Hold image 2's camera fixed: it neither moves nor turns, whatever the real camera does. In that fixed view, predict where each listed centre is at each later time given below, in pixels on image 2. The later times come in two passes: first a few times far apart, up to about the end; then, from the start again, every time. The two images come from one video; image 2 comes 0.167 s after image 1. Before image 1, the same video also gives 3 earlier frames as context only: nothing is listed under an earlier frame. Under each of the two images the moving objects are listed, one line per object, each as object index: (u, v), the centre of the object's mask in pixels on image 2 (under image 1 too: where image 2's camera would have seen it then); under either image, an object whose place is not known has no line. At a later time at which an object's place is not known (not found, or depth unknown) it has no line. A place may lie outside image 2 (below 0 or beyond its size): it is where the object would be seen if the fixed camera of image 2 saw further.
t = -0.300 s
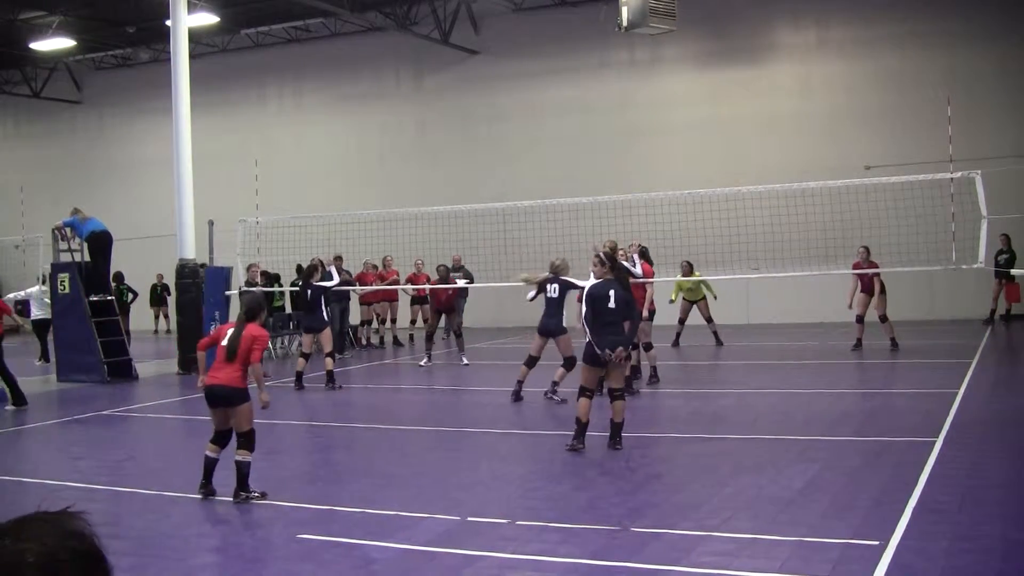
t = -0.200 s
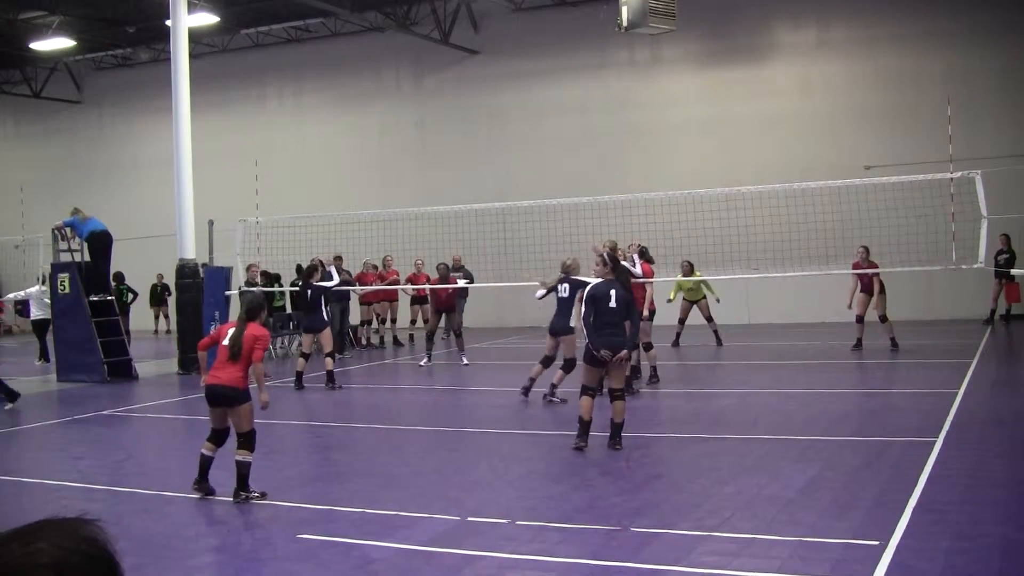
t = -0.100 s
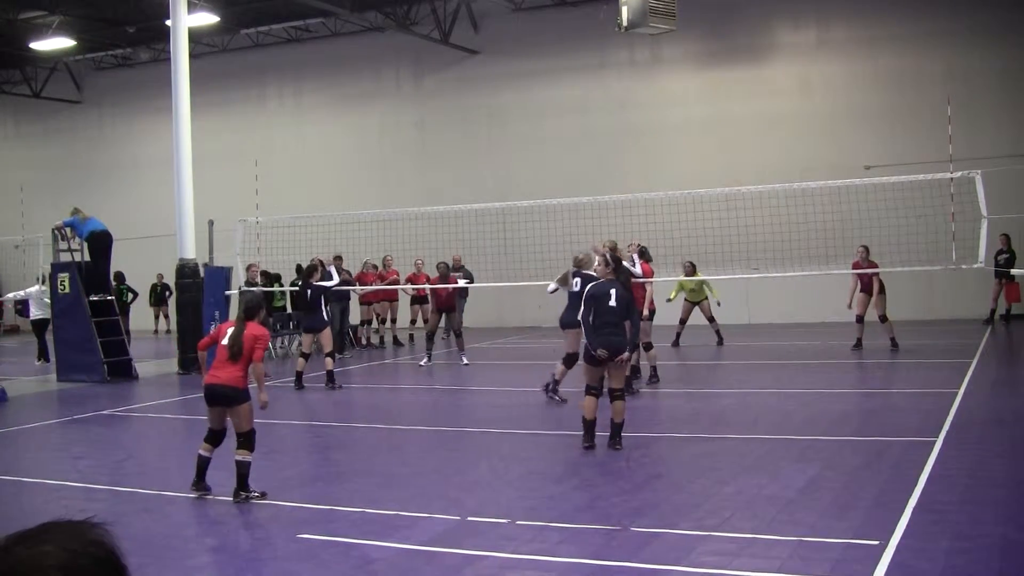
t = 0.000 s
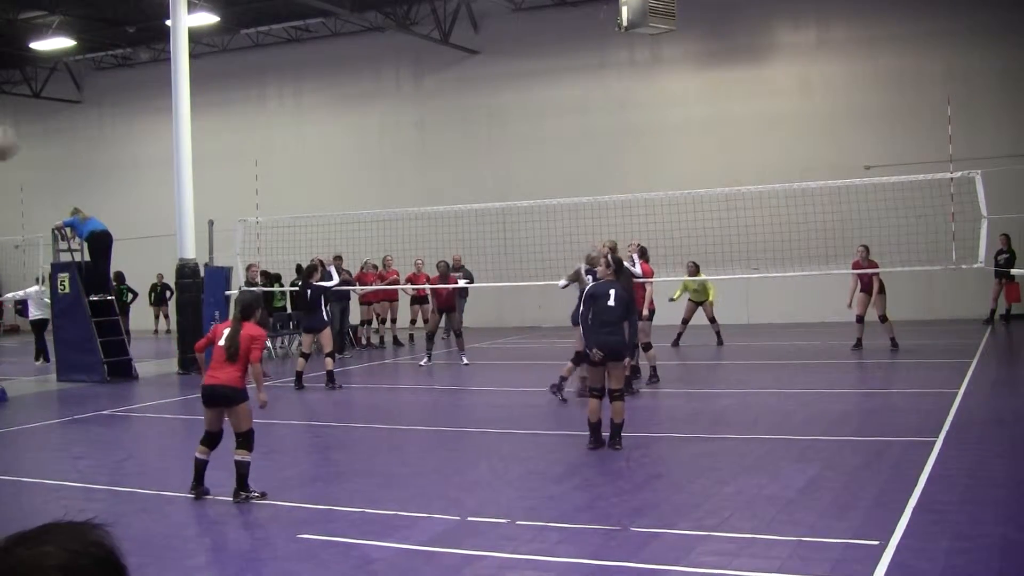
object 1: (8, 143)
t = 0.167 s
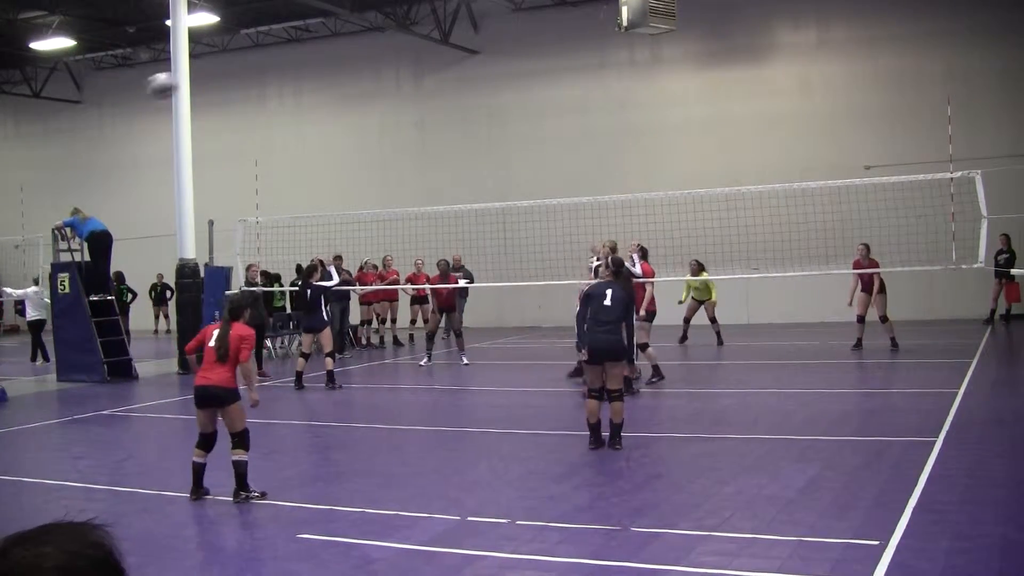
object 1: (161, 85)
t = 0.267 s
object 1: (232, 74)
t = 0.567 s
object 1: (366, 106)
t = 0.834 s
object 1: (435, 176)
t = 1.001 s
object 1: (467, 230)
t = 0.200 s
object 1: (190, 80)
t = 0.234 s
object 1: (210, 75)
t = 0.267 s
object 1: (232, 74)
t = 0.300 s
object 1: (252, 73)
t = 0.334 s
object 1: (269, 75)
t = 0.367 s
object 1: (286, 77)
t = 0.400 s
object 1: (302, 79)
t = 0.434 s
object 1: (316, 83)
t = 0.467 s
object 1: (329, 87)
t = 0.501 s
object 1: (341, 92)
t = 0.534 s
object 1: (355, 99)
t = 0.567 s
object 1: (366, 106)
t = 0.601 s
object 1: (376, 113)
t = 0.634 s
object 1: (386, 121)
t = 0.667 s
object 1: (397, 129)
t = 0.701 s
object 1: (404, 137)
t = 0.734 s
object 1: (413, 147)
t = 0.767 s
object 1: (420, 156)
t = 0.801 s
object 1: (428, 165)
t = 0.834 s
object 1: (435, 176)
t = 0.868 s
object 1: (442, 186)
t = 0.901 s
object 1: (450, 196)
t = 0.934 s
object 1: (455, 208)
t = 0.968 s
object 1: (461, 220)
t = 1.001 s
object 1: (467, 230)
